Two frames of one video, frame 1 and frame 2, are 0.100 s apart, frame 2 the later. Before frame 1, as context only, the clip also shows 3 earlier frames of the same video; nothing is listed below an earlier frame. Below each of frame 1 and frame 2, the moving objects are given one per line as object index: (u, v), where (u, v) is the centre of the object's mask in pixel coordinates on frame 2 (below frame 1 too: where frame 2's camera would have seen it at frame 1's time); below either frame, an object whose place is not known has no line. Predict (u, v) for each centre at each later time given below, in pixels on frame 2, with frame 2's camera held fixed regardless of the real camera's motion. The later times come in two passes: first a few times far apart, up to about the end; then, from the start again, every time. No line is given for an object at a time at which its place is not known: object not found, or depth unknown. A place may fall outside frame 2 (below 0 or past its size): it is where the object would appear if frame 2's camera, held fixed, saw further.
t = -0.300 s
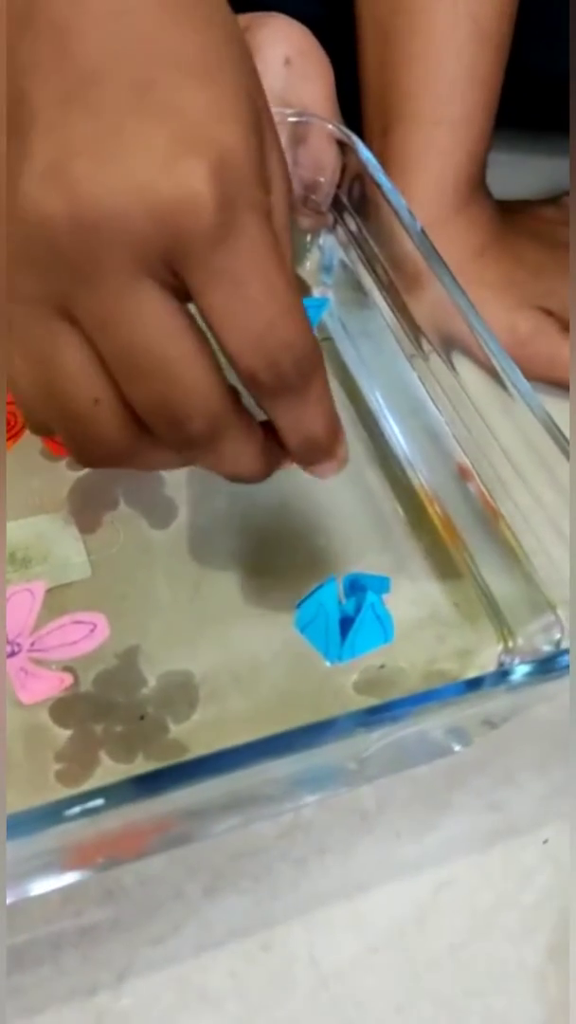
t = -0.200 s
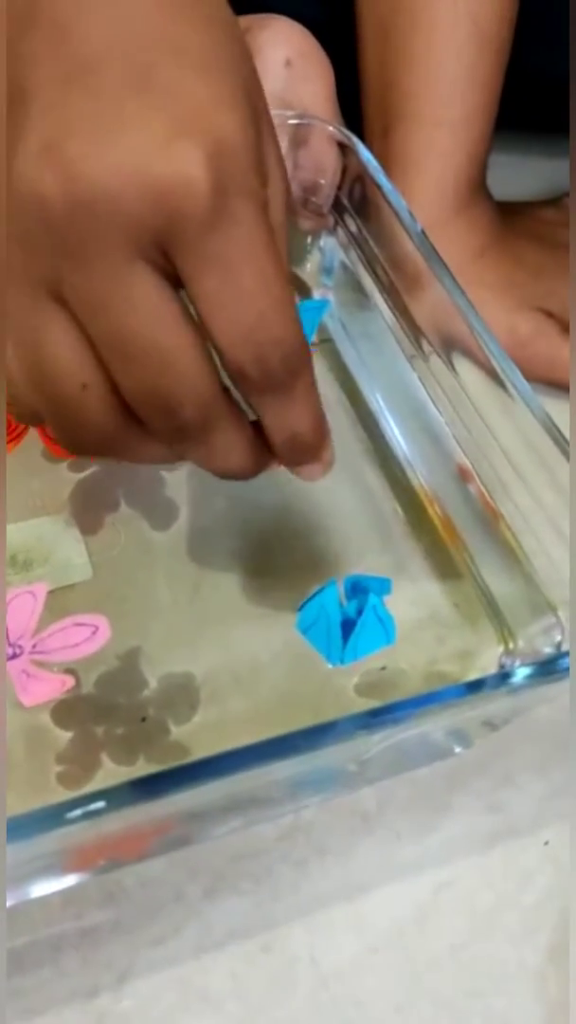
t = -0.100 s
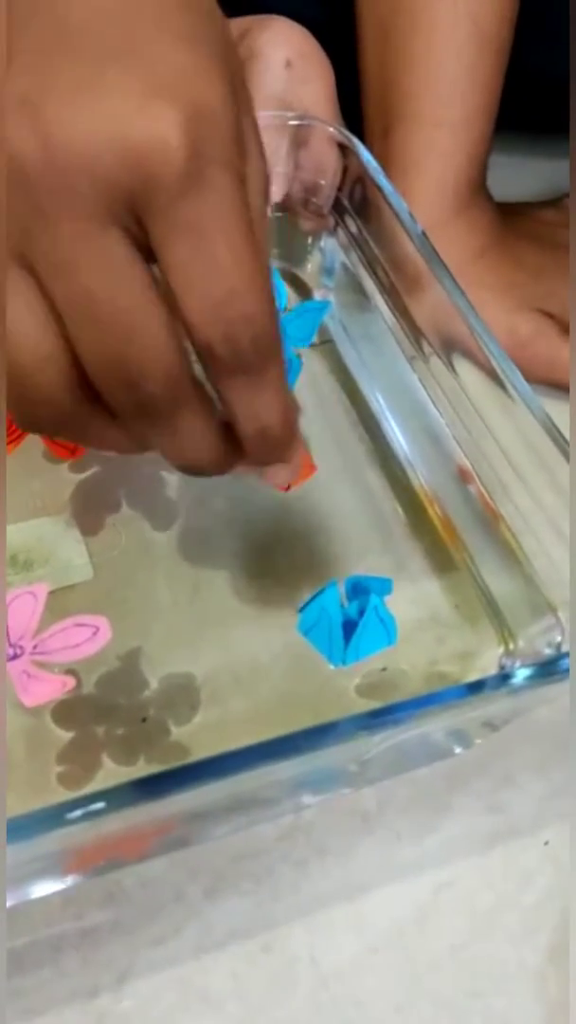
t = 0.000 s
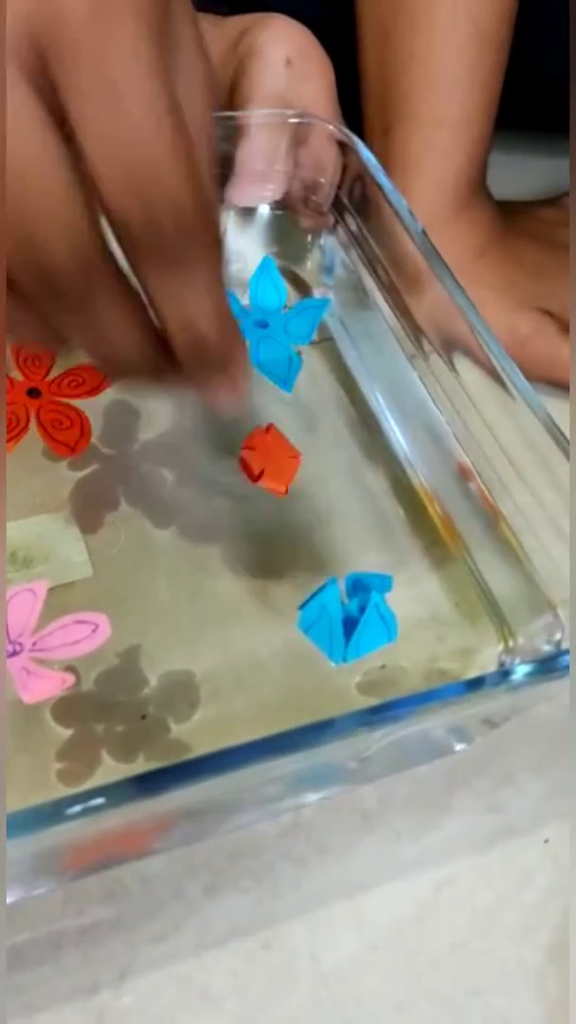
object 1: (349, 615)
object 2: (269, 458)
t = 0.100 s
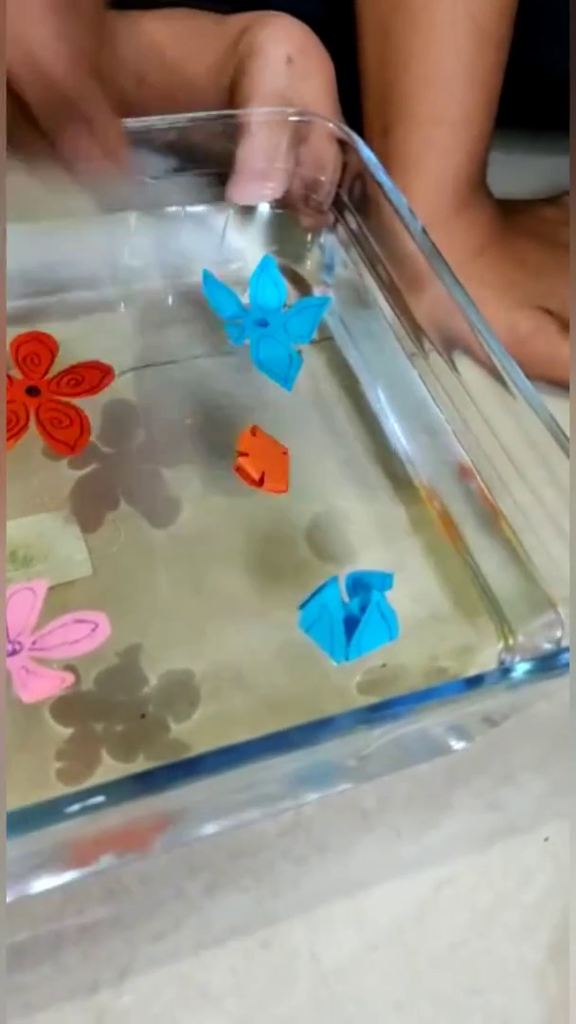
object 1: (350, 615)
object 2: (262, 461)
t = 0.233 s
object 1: (352, 616)
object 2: (255, 464)
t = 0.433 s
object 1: (354, 617)
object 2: (247, 468)
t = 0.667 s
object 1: (357, 617)
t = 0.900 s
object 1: (359, 618)
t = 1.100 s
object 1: (360, 618)
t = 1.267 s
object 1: (361, 618)
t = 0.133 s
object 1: (351, 615)
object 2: (260, 462)
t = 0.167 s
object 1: (351, 616)
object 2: (258, 463)
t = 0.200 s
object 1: (352, 616)
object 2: (257, 463)
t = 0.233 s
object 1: (352, 616)
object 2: (255, 464)
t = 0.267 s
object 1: (353, 616)
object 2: (254, 465)
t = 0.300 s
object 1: (353, 616)
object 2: (253, 465)
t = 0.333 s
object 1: (353, 616)
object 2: (251, 466)
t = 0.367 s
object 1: (353, 616)
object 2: (249, 466)
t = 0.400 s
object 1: (354, 616)
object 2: (248, 467)
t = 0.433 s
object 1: (354, 617)
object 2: (247, 468)
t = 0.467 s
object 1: (354, 617)
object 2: (246, 468)
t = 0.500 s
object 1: (355, 617)
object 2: (245, 469)
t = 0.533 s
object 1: (355, 617)
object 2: (244, 469)
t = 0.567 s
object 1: (356, 617)
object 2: (243, 470)
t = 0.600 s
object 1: (356, 617)
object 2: (243, 470)
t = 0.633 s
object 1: (357, 617)
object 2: (242, 471)
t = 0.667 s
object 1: (357, 617)
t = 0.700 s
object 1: (357, 617)
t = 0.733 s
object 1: (358, 617)
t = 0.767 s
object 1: (358, 617)
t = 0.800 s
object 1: (358, 618)
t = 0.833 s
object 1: (359, 618)
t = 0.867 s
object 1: (359, 618)
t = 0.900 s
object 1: (359, 618)
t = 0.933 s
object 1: (359, 618)
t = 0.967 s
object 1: (359, 618)
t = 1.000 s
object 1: (359, 618)
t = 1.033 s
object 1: (359, 618)
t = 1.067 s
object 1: (360, 618)
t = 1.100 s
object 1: (360, 618)
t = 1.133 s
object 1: (360, 618)
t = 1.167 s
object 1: (360, 618)
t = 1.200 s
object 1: (361, 618)
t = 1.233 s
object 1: (361, 618)
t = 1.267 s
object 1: (361, 618)
